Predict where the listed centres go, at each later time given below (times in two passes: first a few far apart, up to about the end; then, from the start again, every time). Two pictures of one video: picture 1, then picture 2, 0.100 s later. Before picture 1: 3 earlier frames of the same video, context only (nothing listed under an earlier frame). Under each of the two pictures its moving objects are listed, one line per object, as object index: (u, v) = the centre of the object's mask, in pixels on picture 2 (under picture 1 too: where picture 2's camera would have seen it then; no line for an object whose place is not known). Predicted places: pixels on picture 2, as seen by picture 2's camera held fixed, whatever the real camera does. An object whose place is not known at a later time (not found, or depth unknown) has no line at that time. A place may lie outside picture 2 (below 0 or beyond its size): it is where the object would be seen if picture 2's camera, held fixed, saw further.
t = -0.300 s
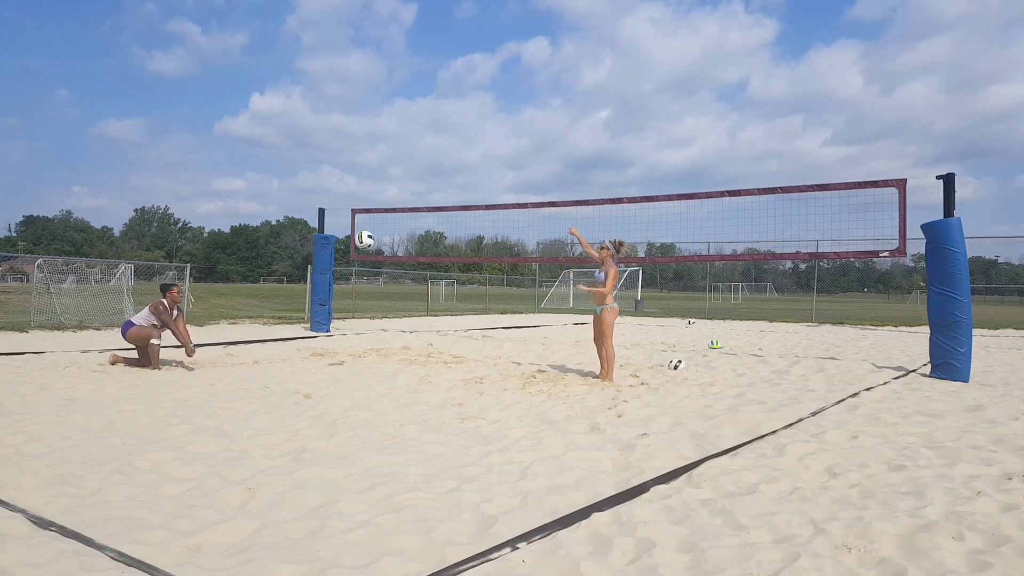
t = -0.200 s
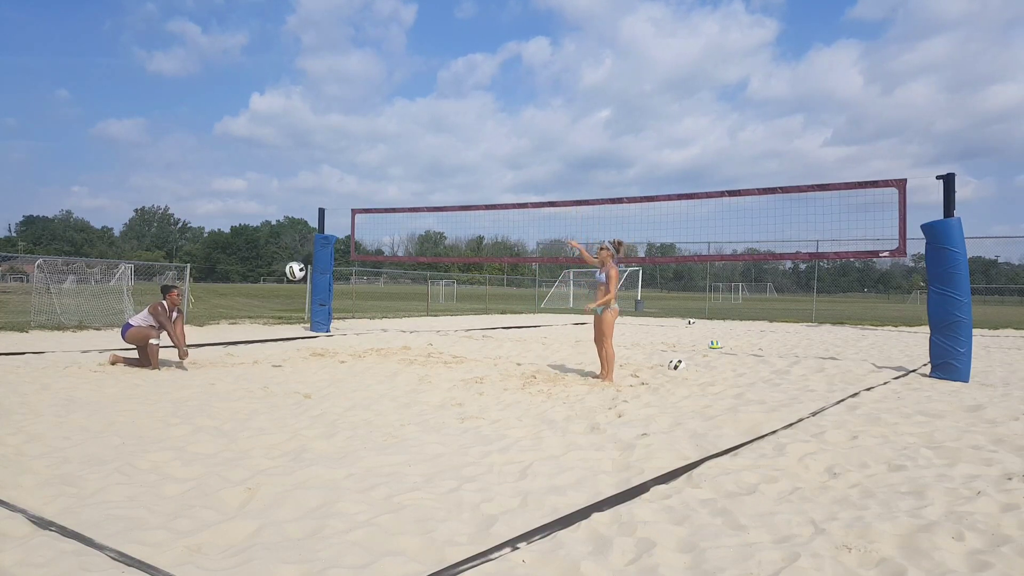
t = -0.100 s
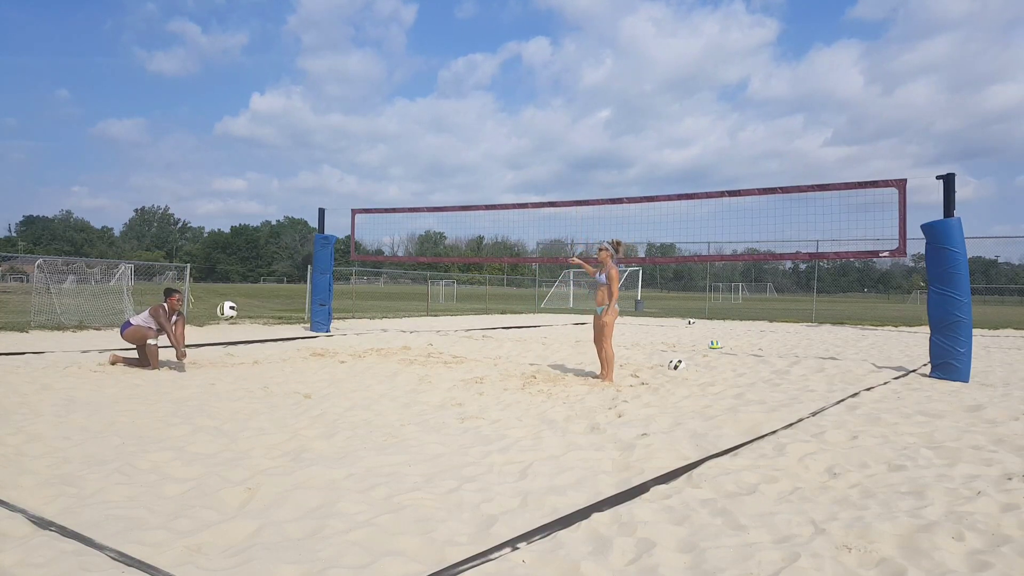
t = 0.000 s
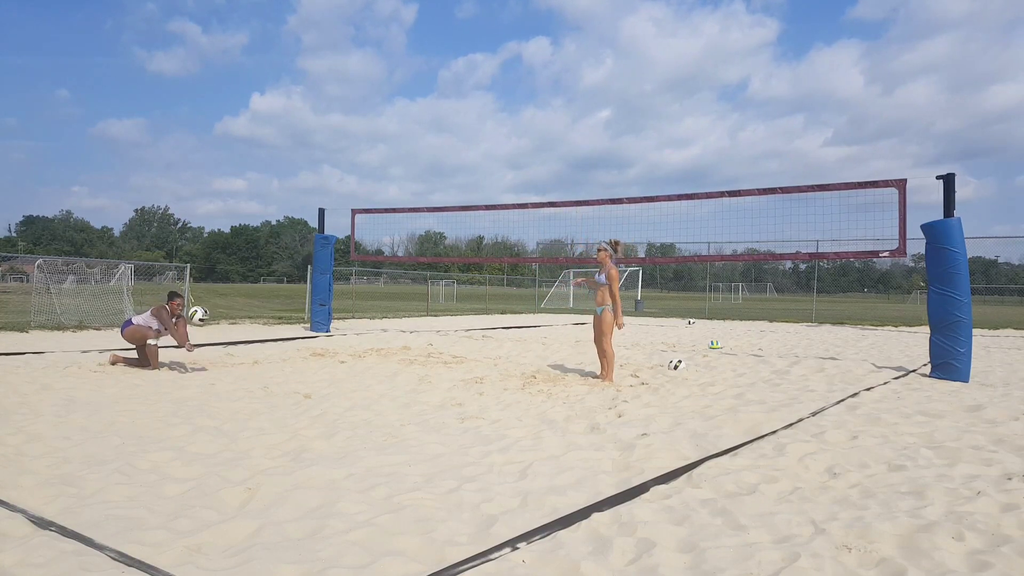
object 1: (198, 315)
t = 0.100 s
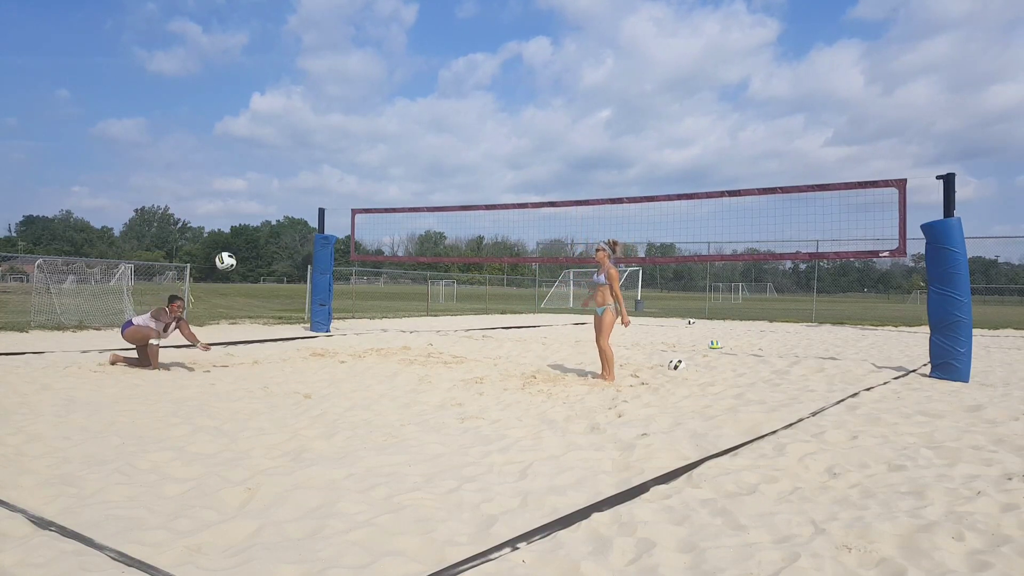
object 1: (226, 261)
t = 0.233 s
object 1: (262, 202)
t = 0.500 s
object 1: (334, 128)
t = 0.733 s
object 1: (399, 115)
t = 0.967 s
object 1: (466, 153)
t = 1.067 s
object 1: (495, 186)
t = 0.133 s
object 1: (235, 245)
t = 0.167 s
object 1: (244, 230)
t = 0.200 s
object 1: (253, 216)
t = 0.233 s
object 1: (262, 202)
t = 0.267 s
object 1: (271, 190)
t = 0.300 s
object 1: (279, 178)
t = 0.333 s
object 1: (289, 167)
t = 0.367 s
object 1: (298, 158)
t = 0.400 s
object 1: (307, 149)
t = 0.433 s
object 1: (315, 141)
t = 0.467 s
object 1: (324, 134)
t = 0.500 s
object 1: (334, 128)
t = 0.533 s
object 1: (344, 124)
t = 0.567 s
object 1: (352, 120)
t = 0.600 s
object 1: (361, 117)
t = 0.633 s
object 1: (371, 114)
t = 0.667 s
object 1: (380, 114)
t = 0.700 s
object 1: (390, 114)
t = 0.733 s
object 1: (399, 115)
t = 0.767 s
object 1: (409, 117)
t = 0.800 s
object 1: (418, 120)
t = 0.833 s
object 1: (428, 125)
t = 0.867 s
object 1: (437, 130)
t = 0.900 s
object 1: (447, 136)
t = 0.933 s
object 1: (456, 144)
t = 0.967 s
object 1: (466, 153)
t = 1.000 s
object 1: (476, 162)
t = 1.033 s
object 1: (486, 173)
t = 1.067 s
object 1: (495, 186)
